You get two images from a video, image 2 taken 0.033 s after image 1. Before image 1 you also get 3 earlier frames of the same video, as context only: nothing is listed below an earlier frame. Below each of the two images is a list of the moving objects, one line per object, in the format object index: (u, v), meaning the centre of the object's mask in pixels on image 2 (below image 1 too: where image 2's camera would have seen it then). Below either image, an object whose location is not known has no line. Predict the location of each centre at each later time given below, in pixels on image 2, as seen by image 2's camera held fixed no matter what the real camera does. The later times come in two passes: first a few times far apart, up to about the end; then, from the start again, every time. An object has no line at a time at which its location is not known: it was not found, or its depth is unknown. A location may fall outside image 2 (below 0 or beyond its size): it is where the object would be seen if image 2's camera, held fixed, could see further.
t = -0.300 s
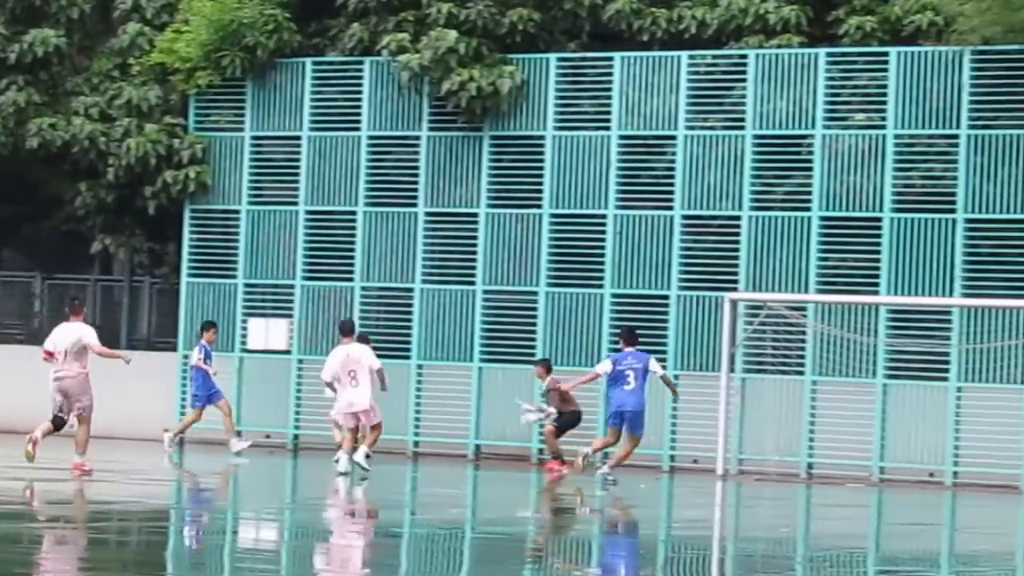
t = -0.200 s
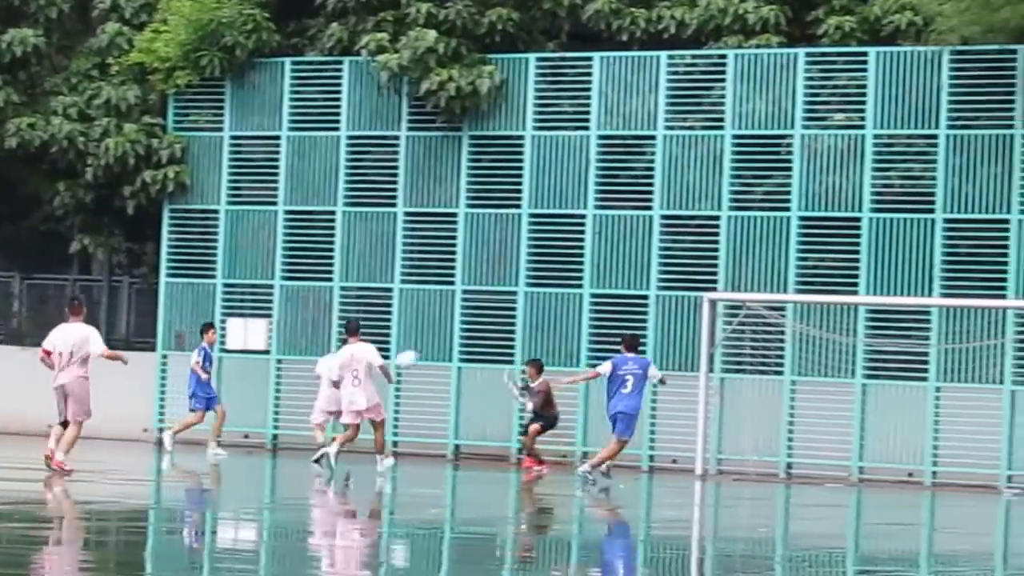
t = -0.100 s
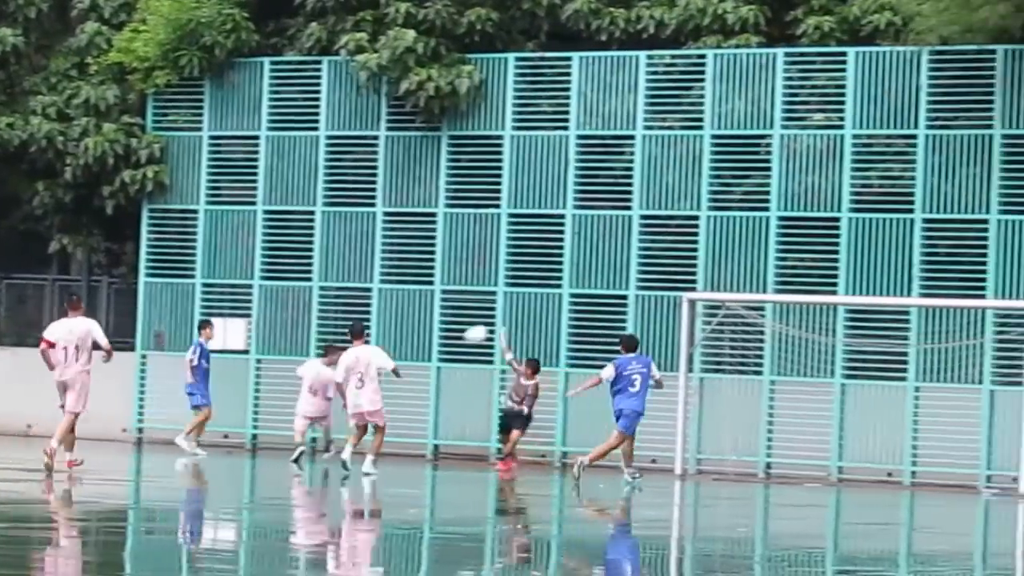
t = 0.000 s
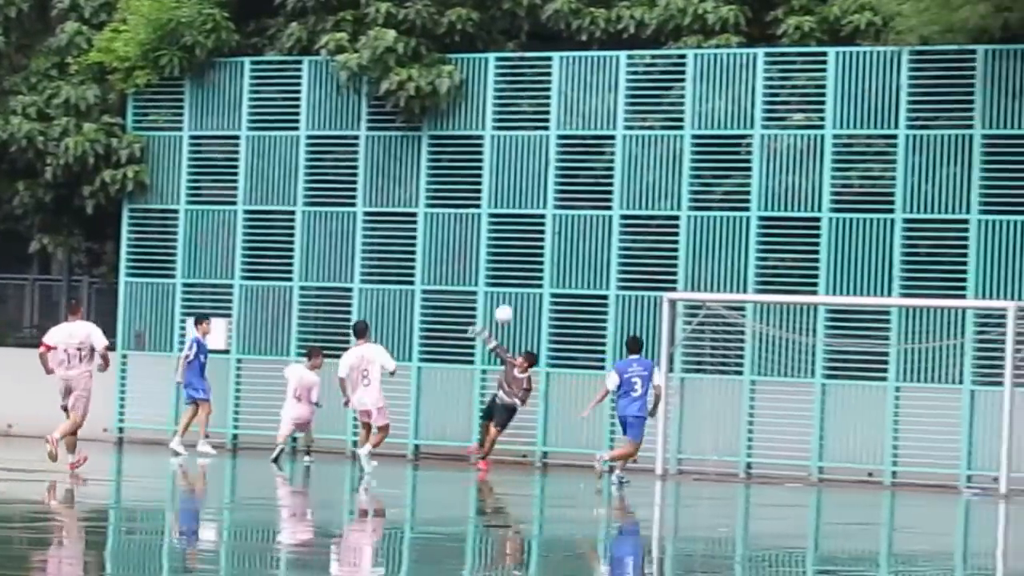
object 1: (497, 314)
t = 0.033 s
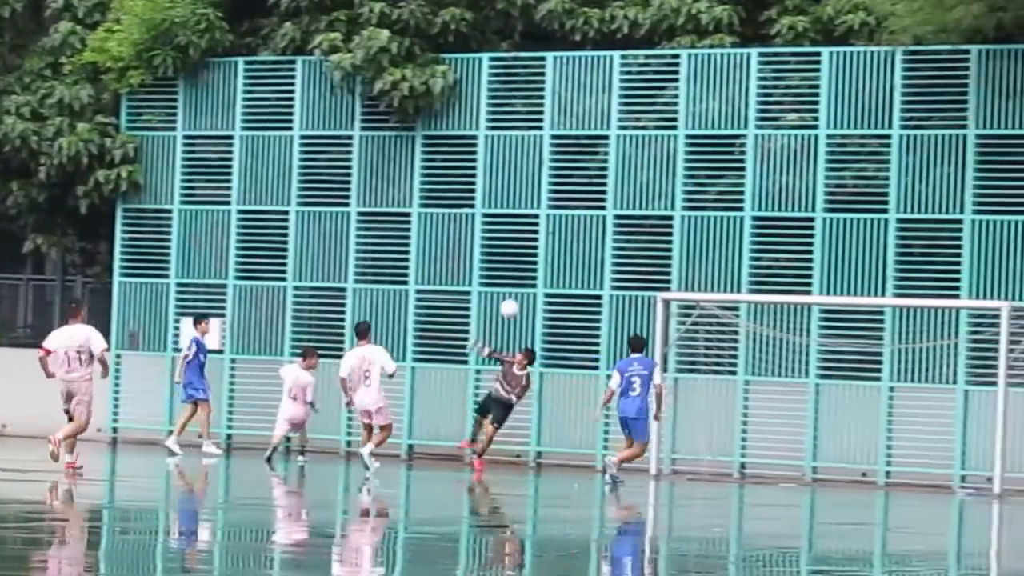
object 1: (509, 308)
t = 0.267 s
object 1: (585, 294)
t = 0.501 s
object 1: (660, 324)
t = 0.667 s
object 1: (712, 371)
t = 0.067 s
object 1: (520, 303)
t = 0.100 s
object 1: (530, 300)
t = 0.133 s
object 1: (541, 297)
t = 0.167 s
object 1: (552, 295)
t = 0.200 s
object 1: (563, 294)
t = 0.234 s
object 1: (574, 294)
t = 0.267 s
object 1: (585, 294)
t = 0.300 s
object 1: (596, 296)
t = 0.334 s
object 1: (607, 298)
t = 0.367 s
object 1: (618, 301)
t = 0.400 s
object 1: (628, 305)
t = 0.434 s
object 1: (639, 311)
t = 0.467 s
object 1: (649, 317)
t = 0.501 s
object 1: (660, 324)
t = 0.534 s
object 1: (670, 331)
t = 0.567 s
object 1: (680, 340)
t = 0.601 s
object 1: (691, 350)
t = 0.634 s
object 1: (702, 361)
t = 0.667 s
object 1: (712, 371)
